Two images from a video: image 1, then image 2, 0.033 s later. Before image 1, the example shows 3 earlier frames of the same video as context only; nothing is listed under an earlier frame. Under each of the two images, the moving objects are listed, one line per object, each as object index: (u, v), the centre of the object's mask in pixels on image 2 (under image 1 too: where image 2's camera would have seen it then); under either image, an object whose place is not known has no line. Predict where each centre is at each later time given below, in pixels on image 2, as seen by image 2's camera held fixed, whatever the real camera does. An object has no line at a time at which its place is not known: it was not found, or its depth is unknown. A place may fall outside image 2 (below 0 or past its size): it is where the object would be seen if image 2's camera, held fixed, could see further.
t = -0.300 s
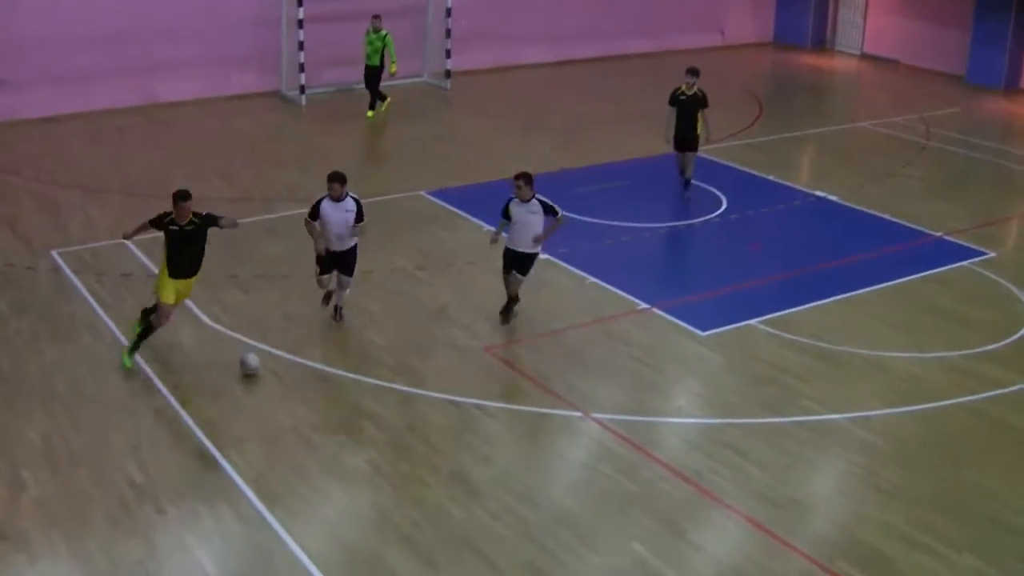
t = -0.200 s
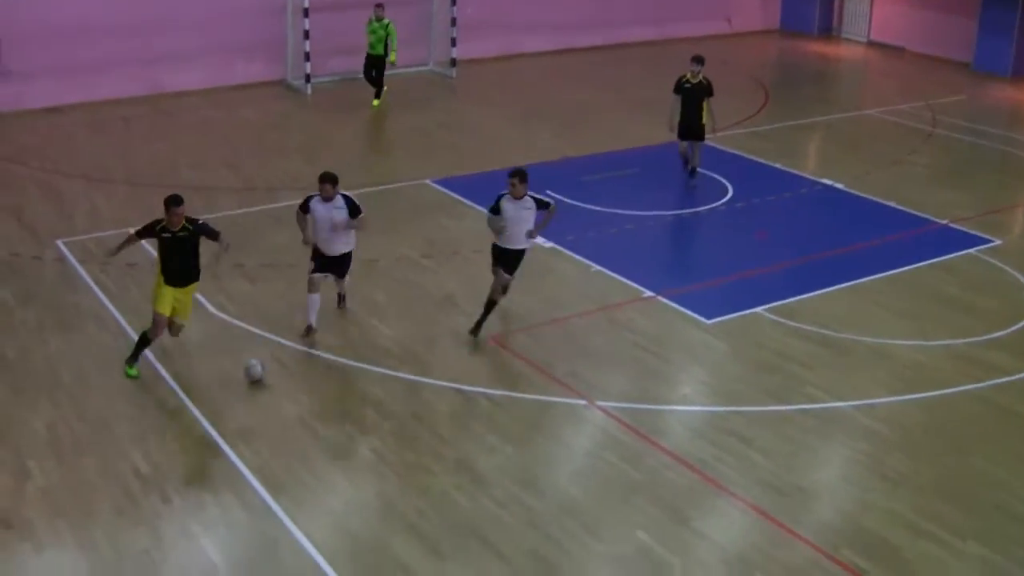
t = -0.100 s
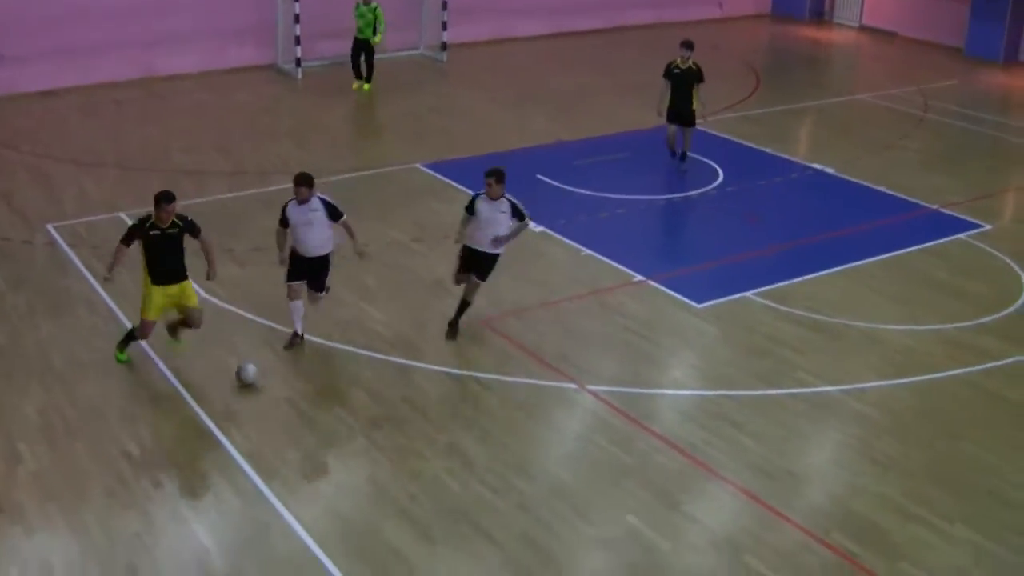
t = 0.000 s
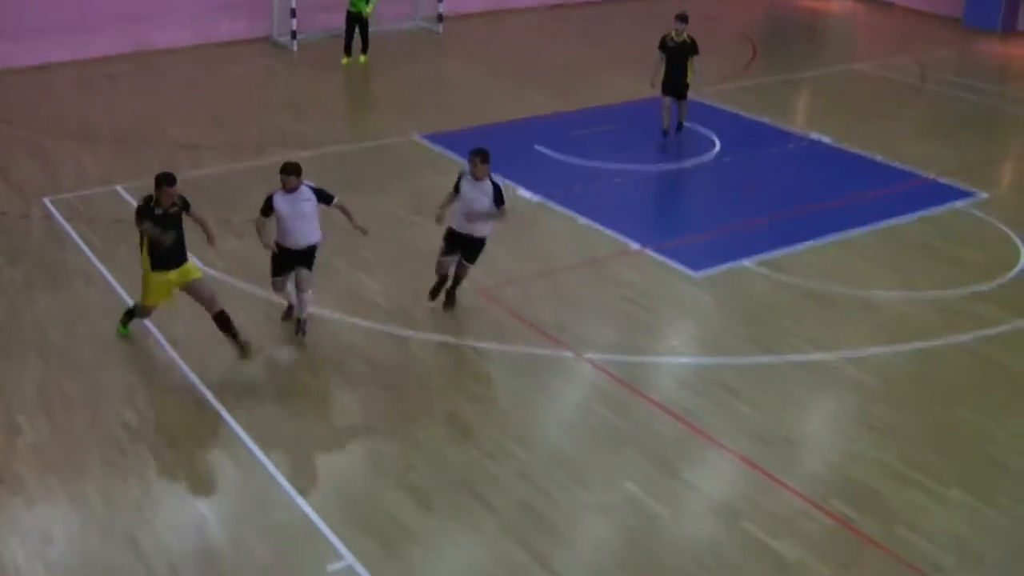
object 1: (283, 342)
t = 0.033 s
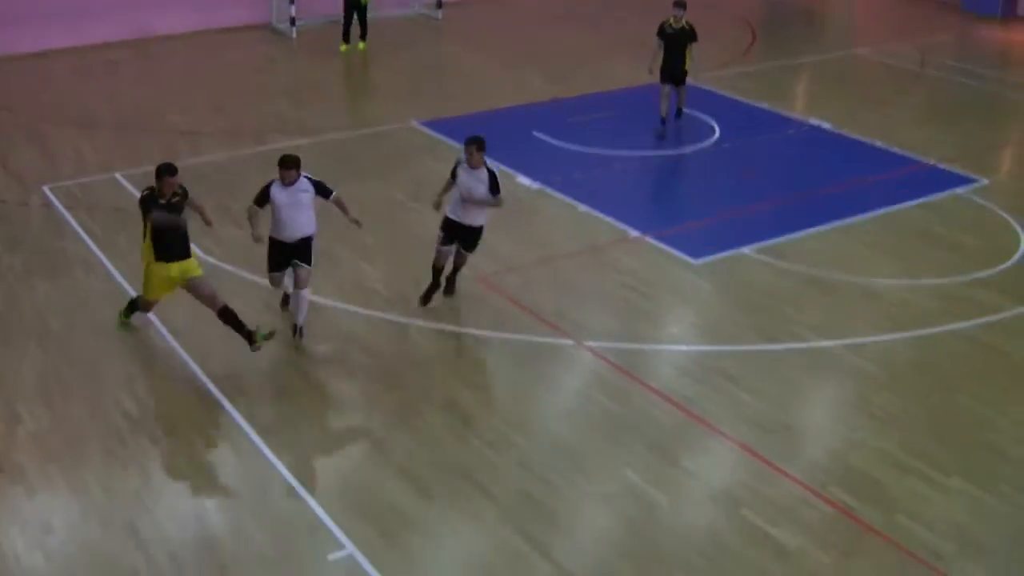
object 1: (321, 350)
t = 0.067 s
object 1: (365, 353)
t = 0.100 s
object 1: (406, 359)
